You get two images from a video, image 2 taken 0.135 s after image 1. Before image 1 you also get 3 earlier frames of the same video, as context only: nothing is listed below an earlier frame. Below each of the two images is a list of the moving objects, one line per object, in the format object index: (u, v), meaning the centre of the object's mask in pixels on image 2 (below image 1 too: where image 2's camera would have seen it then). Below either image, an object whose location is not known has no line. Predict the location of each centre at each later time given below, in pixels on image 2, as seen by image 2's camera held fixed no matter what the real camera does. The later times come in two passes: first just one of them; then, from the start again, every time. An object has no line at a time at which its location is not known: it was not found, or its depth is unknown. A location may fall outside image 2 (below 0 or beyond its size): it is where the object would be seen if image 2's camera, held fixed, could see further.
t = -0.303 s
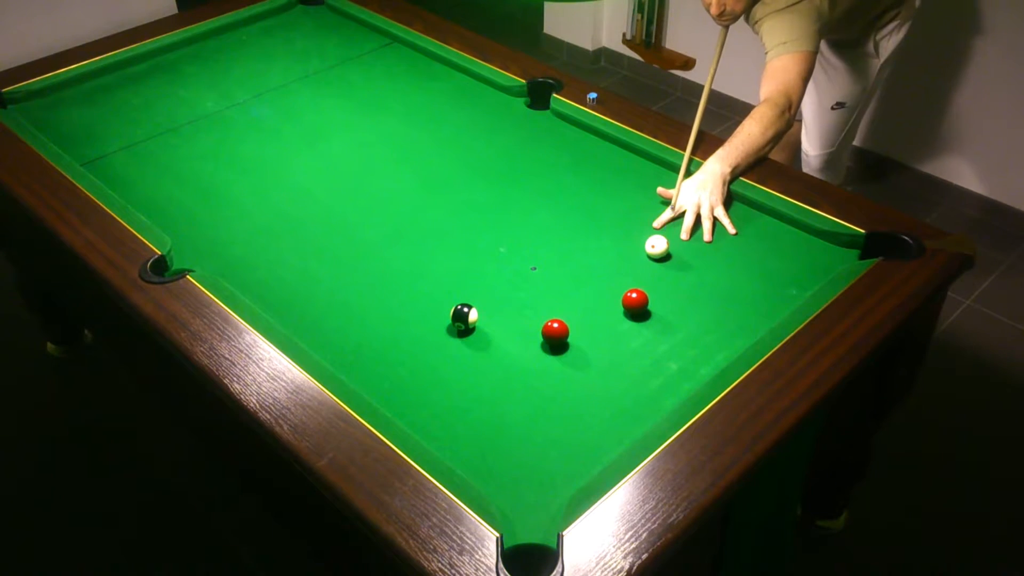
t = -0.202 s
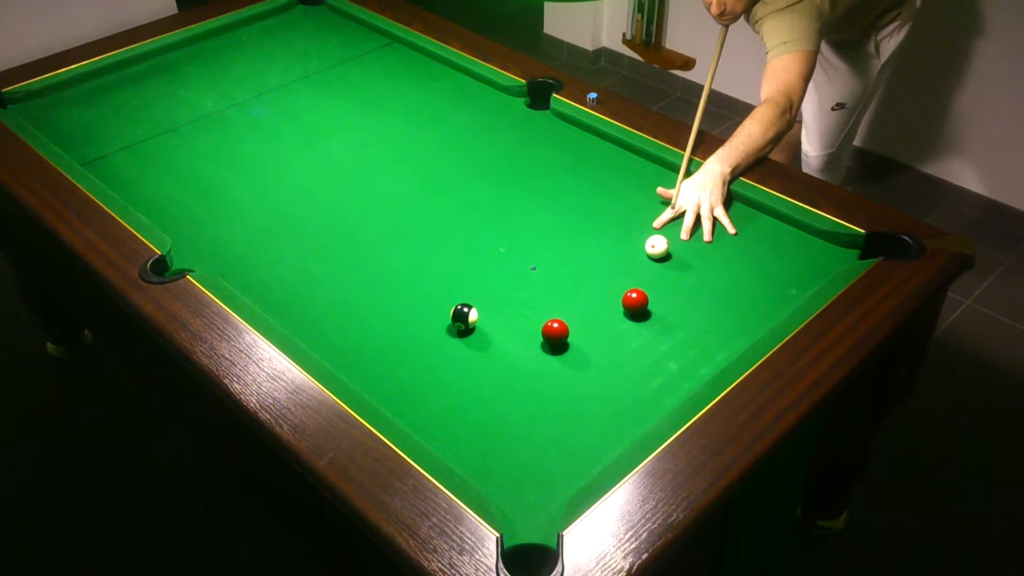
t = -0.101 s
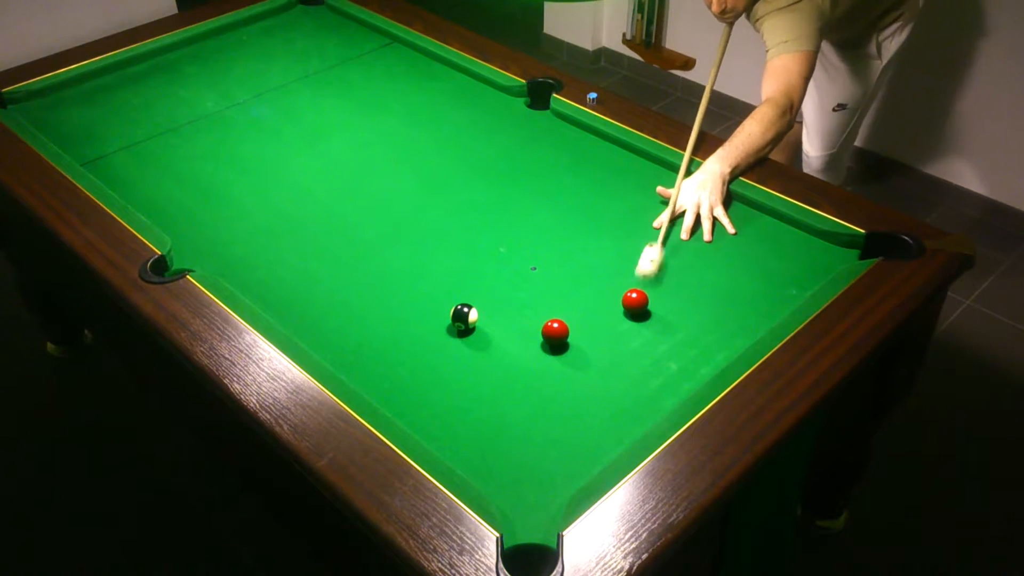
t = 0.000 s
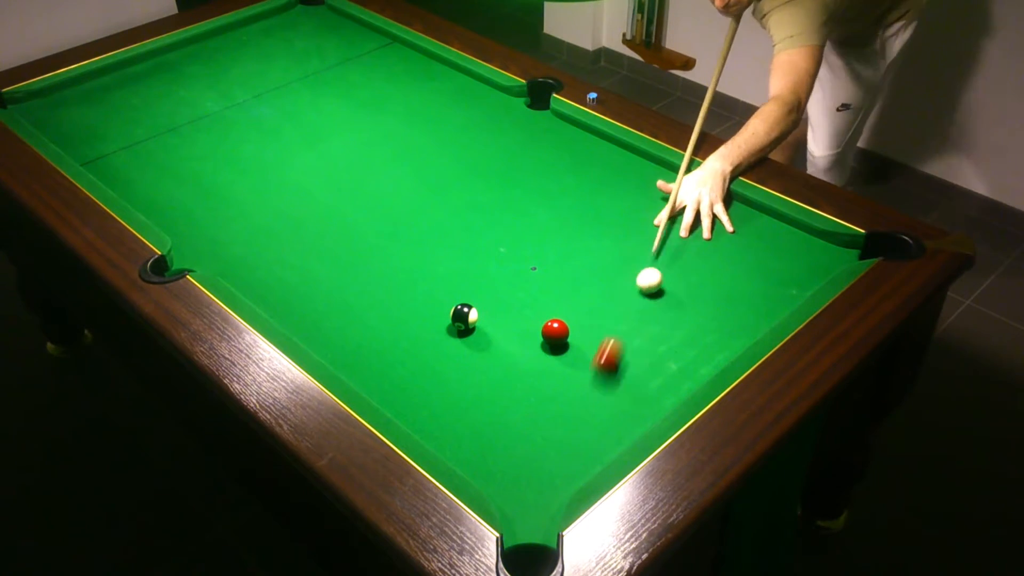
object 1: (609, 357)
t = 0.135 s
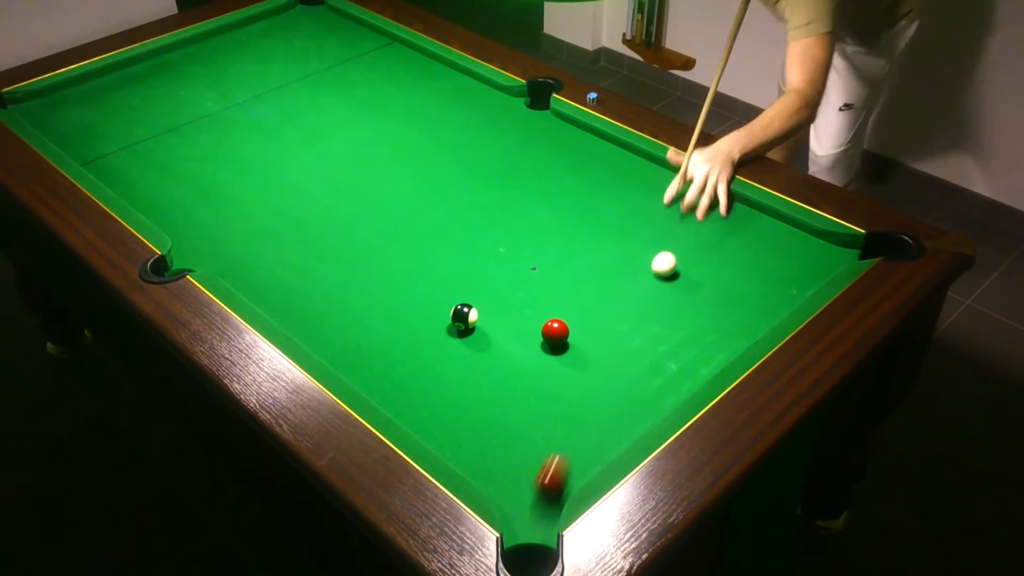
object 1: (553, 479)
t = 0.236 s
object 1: (523, 562)
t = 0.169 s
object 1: (538, 512)
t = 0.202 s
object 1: (523, 542)
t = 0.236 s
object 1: (523, 562)
